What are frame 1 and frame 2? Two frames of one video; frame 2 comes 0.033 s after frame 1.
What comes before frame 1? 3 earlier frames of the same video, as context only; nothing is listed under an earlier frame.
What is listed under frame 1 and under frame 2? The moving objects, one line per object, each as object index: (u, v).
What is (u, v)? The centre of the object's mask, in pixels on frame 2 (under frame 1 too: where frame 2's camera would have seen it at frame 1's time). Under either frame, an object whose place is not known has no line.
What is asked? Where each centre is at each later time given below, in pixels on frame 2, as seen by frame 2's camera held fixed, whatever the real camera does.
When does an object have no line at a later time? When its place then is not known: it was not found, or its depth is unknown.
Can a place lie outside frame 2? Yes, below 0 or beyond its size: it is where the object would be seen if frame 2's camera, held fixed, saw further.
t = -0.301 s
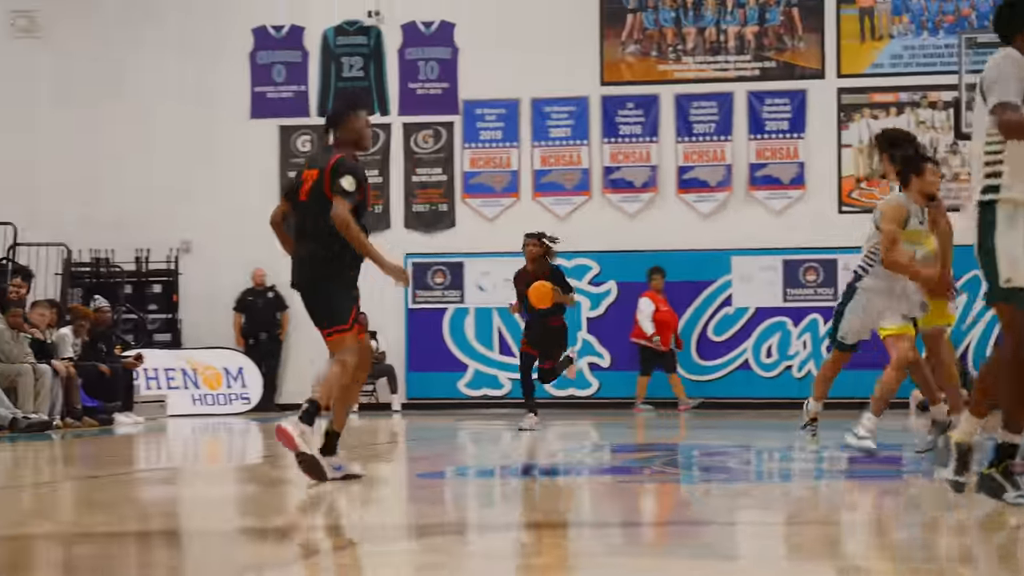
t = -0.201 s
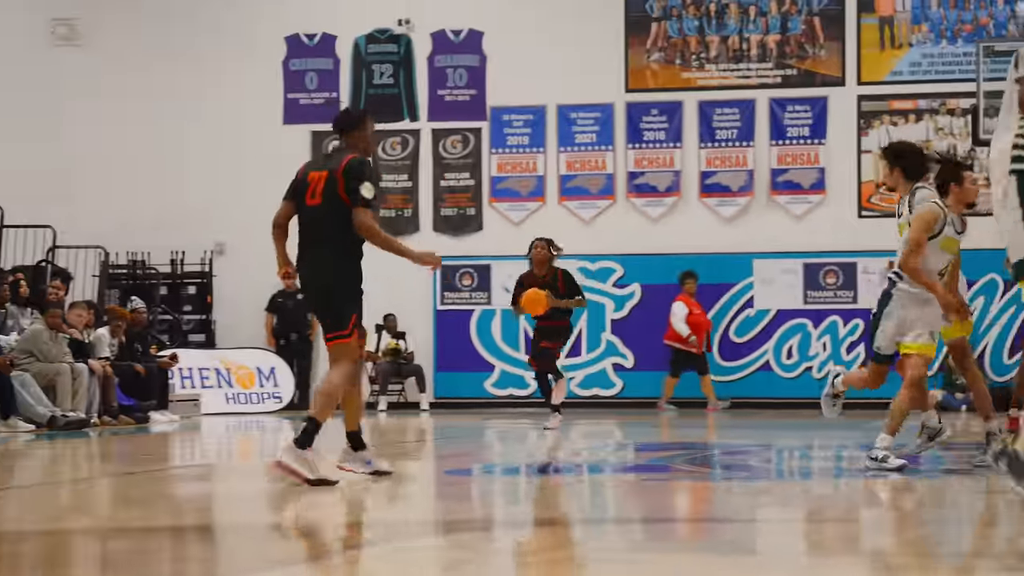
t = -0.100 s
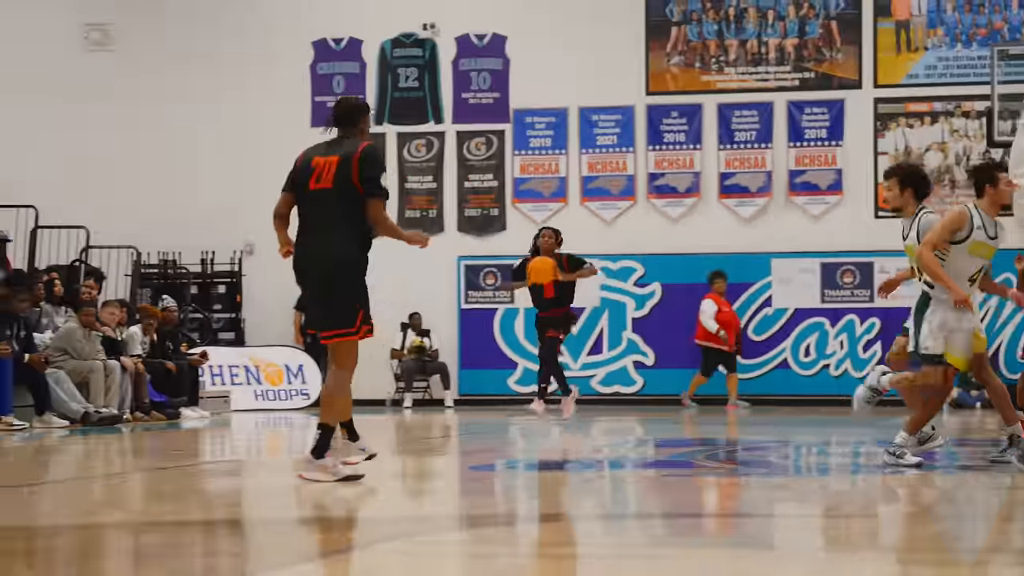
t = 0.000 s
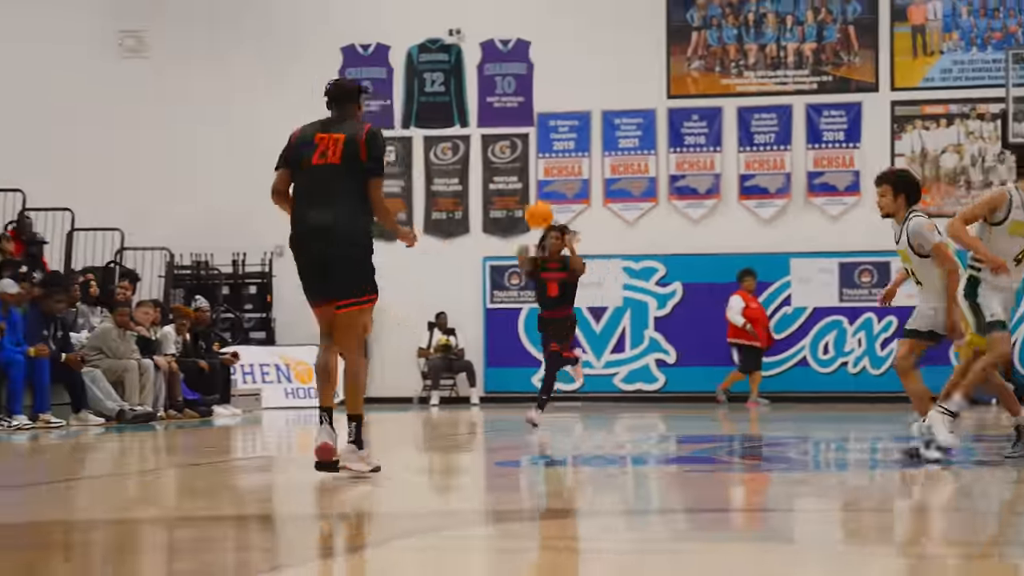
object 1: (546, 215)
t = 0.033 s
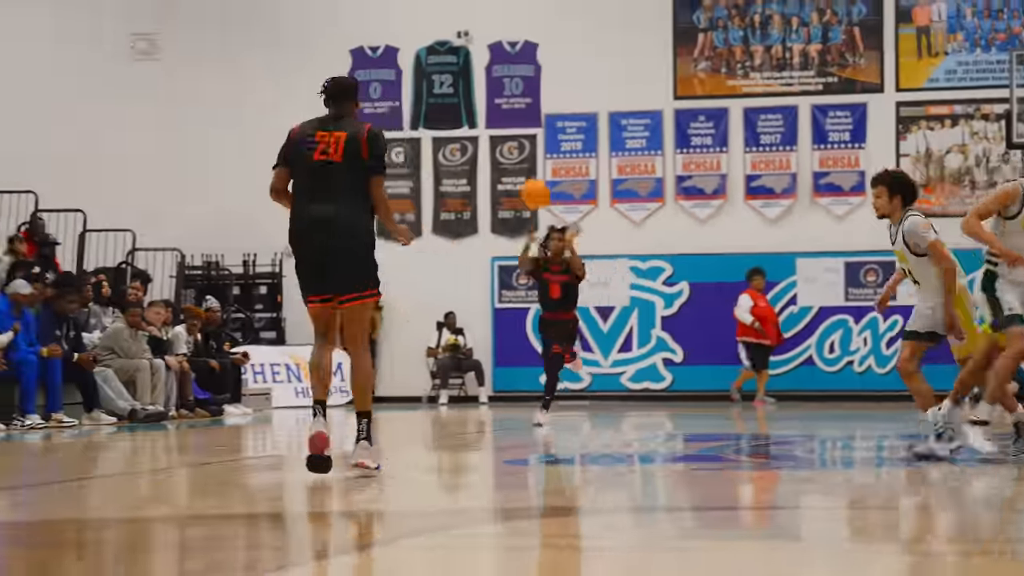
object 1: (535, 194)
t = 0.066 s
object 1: (523, 171)
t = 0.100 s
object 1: (511, 149)
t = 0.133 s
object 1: (499, 128)
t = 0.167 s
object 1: (486, 109)
